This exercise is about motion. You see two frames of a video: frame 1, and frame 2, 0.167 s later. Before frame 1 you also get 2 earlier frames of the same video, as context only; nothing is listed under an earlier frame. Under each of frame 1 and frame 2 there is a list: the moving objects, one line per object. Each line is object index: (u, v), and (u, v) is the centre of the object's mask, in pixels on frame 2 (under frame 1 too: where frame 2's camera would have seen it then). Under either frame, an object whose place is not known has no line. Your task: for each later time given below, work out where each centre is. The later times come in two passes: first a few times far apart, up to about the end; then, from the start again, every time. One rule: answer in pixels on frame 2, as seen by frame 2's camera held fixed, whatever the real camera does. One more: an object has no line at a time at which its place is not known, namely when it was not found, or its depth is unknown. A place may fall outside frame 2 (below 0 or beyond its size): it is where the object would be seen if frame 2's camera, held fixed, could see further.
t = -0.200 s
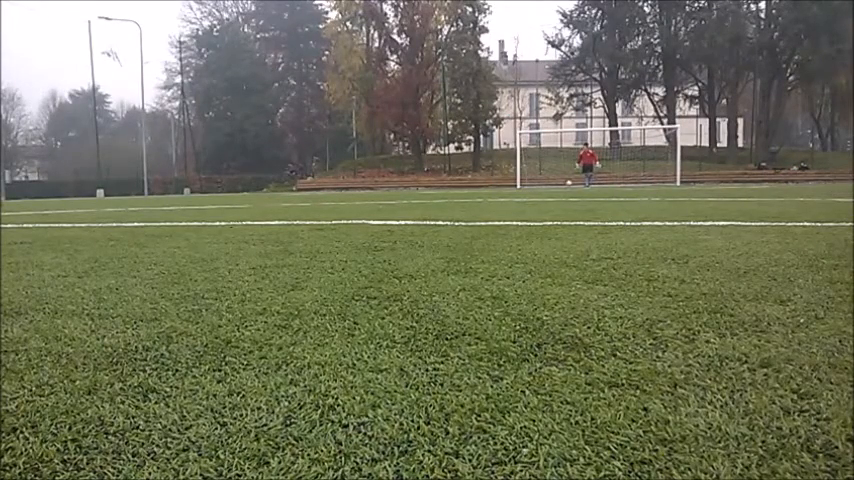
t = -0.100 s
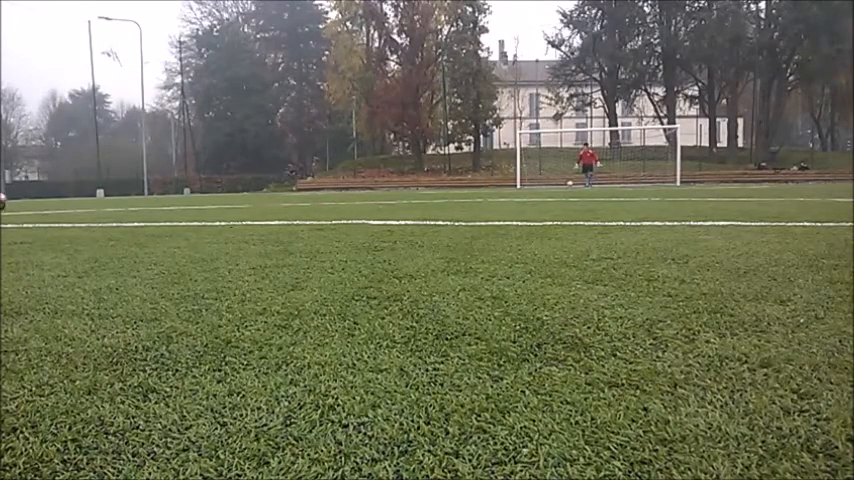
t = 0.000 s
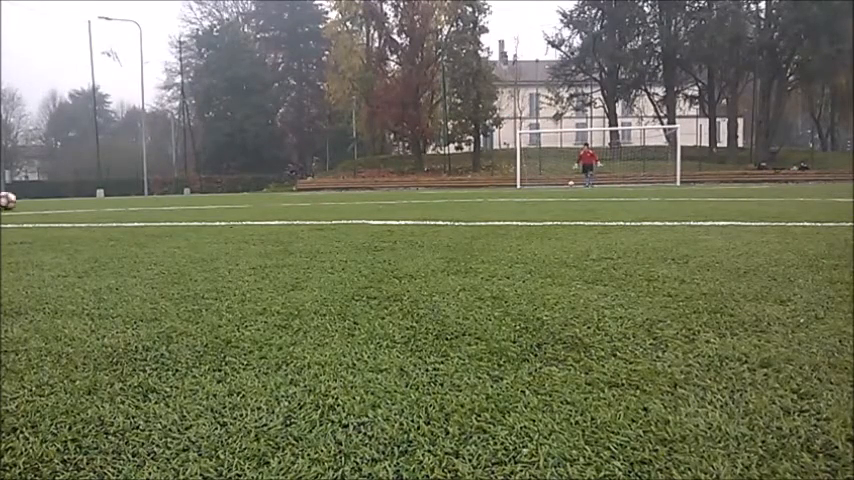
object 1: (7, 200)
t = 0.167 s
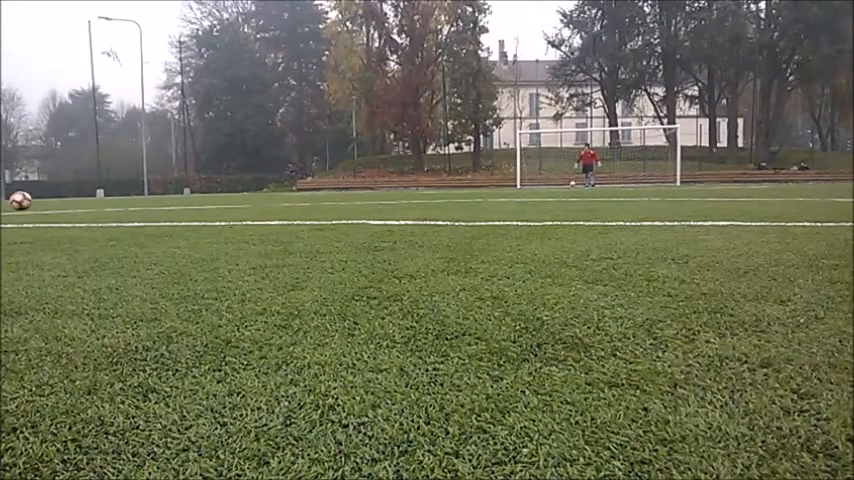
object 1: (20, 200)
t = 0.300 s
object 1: (32, 200)
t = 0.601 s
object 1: (56, 199)
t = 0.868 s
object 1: (77, 199)
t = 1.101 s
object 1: (94, 198)
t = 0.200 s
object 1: (23, 200)
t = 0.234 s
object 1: (26, 200)
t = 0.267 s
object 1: (29, 200)
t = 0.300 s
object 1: (32, 200)
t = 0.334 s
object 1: (35, 200)
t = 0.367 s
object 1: (38, 200)
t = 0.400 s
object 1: (40, 200)
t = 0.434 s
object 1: (43, 200)
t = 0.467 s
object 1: (46, 200)
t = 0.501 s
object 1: (49, 199)
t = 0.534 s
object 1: (51, 199)
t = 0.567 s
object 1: (54, 199)
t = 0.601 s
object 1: (56, 199)
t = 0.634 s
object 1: (60, 199)
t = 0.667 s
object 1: (62, 199)
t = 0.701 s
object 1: (64, 199)
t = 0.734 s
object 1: (67, 199)
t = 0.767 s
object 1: (70, 199)
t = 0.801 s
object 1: (72, 199)
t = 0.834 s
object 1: (75, 199)
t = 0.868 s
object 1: (77, 199)
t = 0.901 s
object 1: (80, 199)
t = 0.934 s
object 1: (83, 199)
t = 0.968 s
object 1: (85, 199)
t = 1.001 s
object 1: (87, 199)
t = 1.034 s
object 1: (90, 199)
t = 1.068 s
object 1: (92, 199)
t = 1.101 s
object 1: (94, 198)
